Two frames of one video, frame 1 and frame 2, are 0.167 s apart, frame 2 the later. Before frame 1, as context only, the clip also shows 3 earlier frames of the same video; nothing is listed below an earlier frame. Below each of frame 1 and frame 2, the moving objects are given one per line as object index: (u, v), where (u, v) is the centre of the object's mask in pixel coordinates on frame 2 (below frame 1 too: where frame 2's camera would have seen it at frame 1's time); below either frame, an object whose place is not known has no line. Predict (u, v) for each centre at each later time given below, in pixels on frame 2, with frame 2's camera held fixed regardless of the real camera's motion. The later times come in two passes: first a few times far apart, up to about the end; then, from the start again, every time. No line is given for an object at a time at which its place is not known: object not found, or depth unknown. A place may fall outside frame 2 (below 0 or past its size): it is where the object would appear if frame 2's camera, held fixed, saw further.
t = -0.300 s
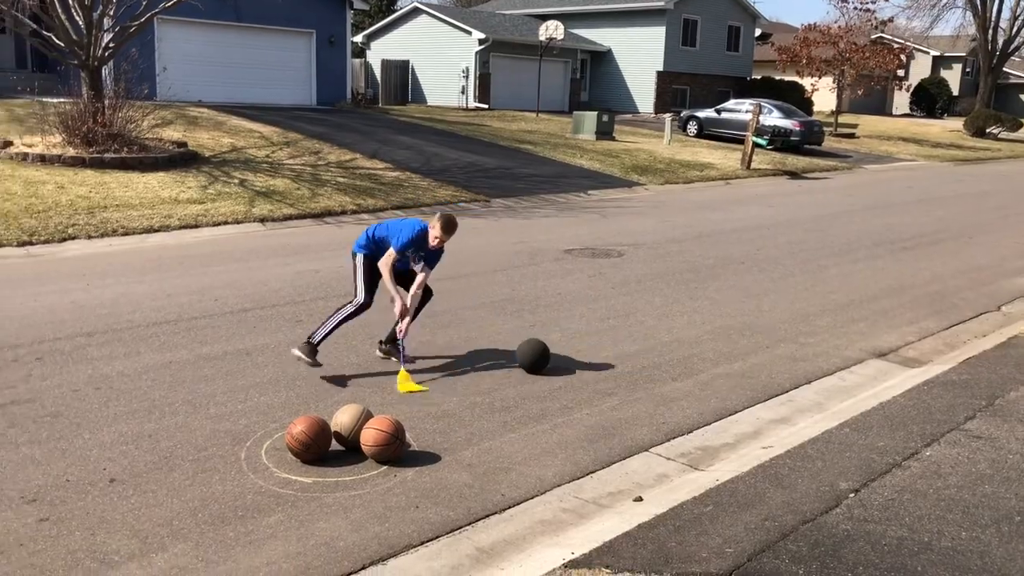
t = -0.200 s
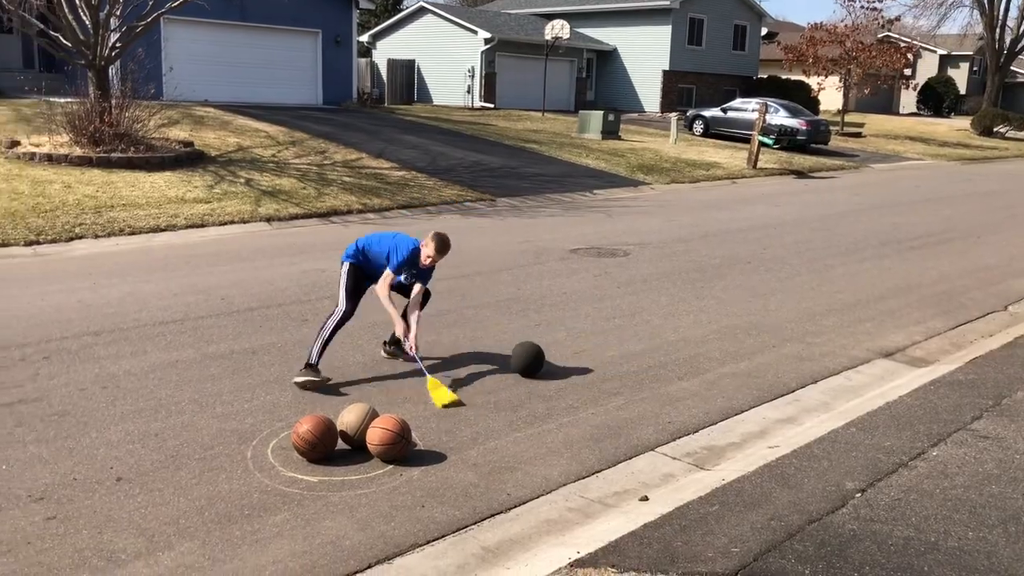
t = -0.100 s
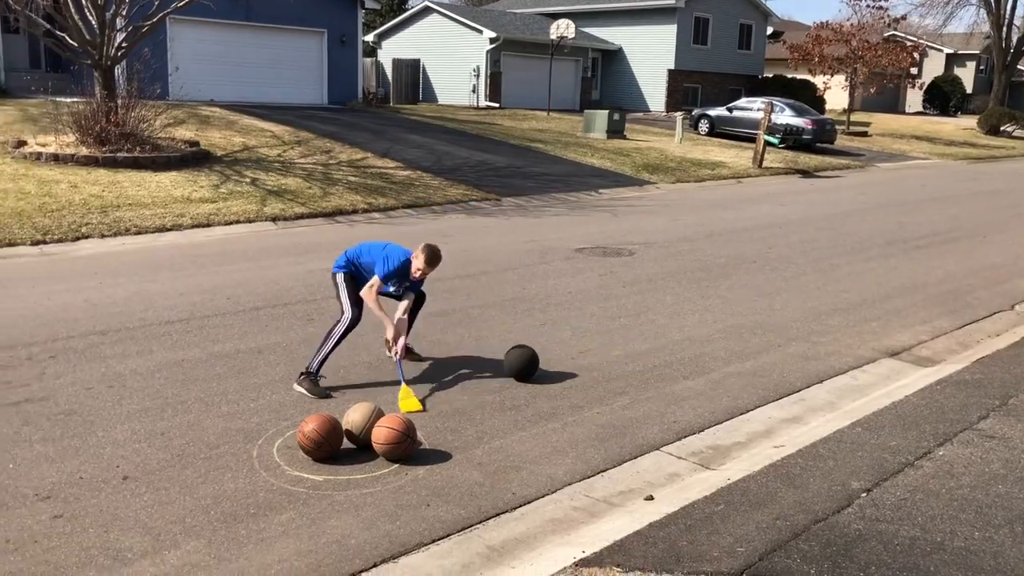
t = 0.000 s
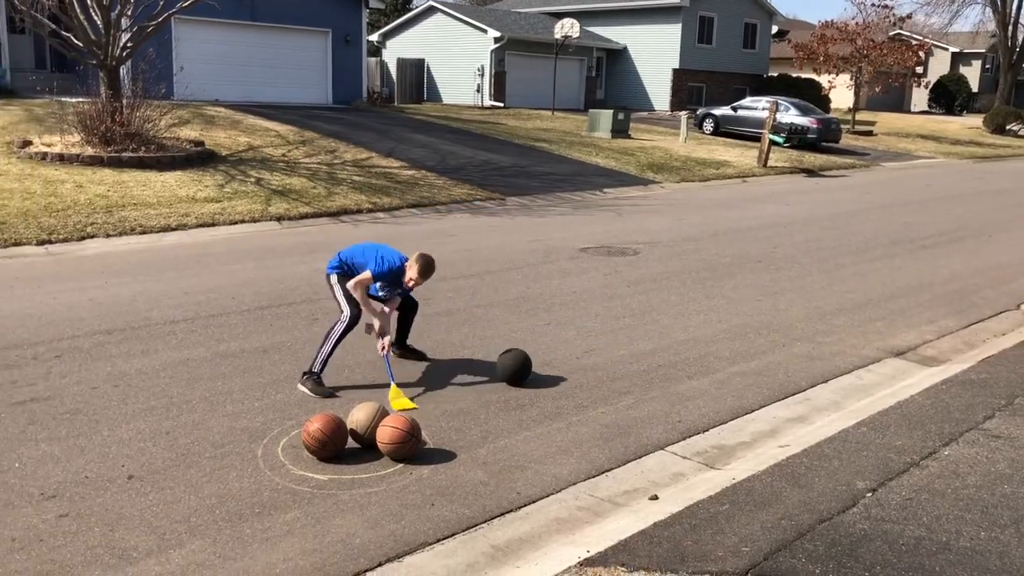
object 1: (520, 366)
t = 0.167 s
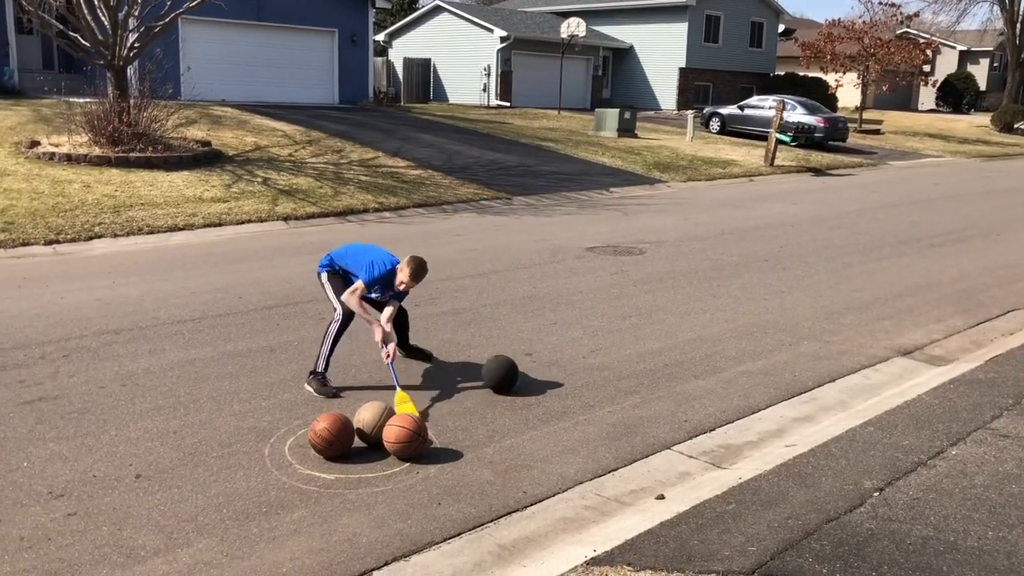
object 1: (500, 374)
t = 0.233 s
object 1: (492, 377)
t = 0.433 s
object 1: (466, 388)
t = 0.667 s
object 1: (434, 402)
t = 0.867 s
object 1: (410, 403)
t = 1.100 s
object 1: (419, 405)
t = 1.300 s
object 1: (426, 410)
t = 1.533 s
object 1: (432, 414)
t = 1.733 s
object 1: (437, 419)
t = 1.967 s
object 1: (443, 422)
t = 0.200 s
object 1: (496, 376)
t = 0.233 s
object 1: (492, 377)
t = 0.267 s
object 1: (488, 379)
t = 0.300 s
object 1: (484, 380)
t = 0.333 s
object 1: (479, 382)
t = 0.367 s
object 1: (475, 384)
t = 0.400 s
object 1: (471, 386)
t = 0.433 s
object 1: (466, 388)
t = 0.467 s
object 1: (462, 390)
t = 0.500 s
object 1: (457, 392)
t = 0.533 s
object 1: (452, 393)
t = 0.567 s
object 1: (448, 395)
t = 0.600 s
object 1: (444, 397)
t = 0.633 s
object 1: (439, 400)
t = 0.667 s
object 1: (434, 402)
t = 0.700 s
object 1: (430, 403)
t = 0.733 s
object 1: (426, 404)
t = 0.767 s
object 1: (421, 404)
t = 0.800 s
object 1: (416, 404)
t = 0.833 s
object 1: (412, 404)
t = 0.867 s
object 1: (410, 403)
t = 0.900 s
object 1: (411, 403)
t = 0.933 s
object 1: (413, 403)
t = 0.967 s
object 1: (415, 404)
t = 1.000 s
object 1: (417, 406)
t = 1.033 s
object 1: (418, 406)
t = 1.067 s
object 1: (418, 405)
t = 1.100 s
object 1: (419, 405)
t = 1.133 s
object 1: (420, 406)
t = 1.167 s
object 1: (422, 408)
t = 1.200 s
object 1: (423, 407)
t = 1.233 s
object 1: (423, 407)
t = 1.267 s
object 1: (424, 408)
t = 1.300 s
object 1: (426, 410)
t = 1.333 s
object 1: (426, 409)
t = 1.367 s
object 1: (427, 409)
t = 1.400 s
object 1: (428, 410)
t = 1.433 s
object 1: (430, 412)
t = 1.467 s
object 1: (430, 411)
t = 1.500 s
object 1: (431, 412)
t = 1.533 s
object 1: (432, 414)
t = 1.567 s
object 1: (433, 414)
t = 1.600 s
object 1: (434, 414)
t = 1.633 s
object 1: (435, 417)
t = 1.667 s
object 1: (435, 418)
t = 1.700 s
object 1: (436, 418)
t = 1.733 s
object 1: (437, 419)
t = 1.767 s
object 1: (438, 420)
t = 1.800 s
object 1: (439, 421)
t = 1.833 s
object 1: (440, 420)
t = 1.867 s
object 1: (441, 421)
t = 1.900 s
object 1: (442, 422)
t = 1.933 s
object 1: (443, 422)
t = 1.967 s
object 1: (443, 422)
